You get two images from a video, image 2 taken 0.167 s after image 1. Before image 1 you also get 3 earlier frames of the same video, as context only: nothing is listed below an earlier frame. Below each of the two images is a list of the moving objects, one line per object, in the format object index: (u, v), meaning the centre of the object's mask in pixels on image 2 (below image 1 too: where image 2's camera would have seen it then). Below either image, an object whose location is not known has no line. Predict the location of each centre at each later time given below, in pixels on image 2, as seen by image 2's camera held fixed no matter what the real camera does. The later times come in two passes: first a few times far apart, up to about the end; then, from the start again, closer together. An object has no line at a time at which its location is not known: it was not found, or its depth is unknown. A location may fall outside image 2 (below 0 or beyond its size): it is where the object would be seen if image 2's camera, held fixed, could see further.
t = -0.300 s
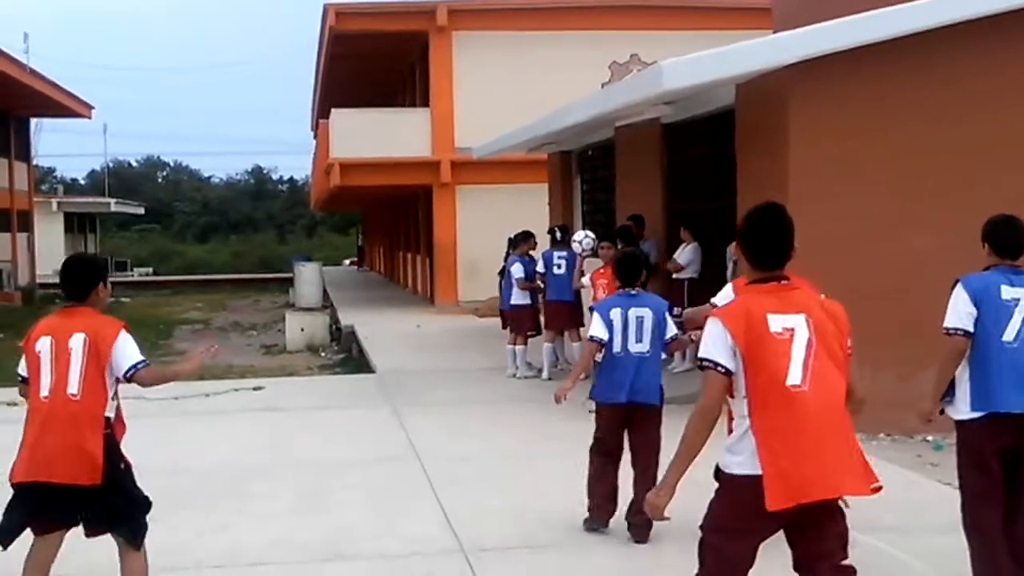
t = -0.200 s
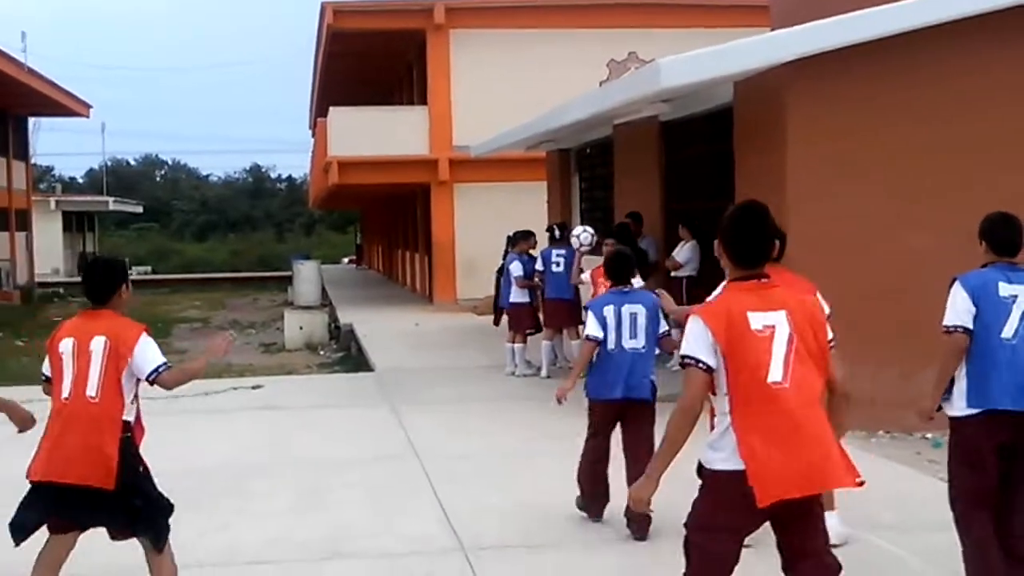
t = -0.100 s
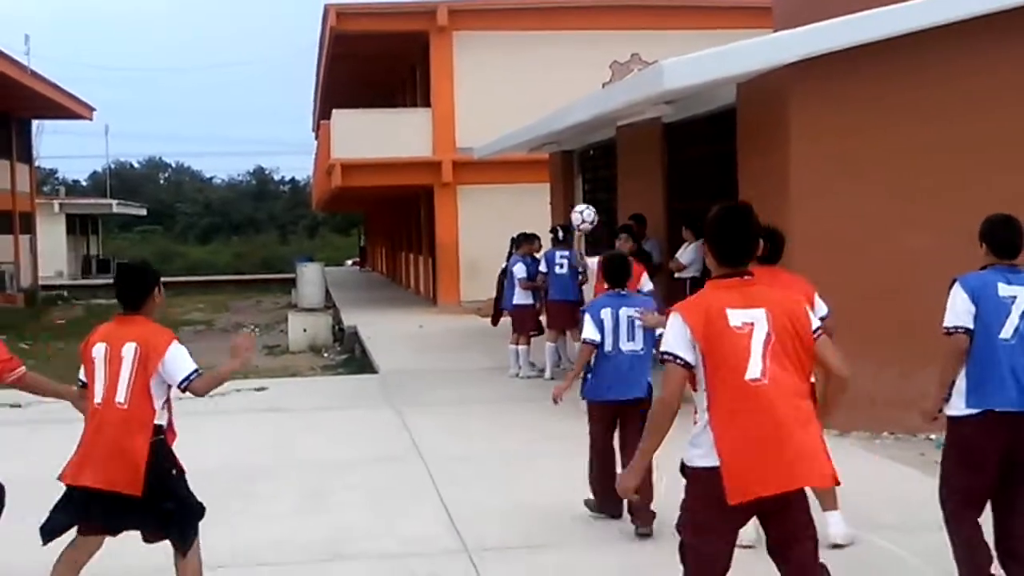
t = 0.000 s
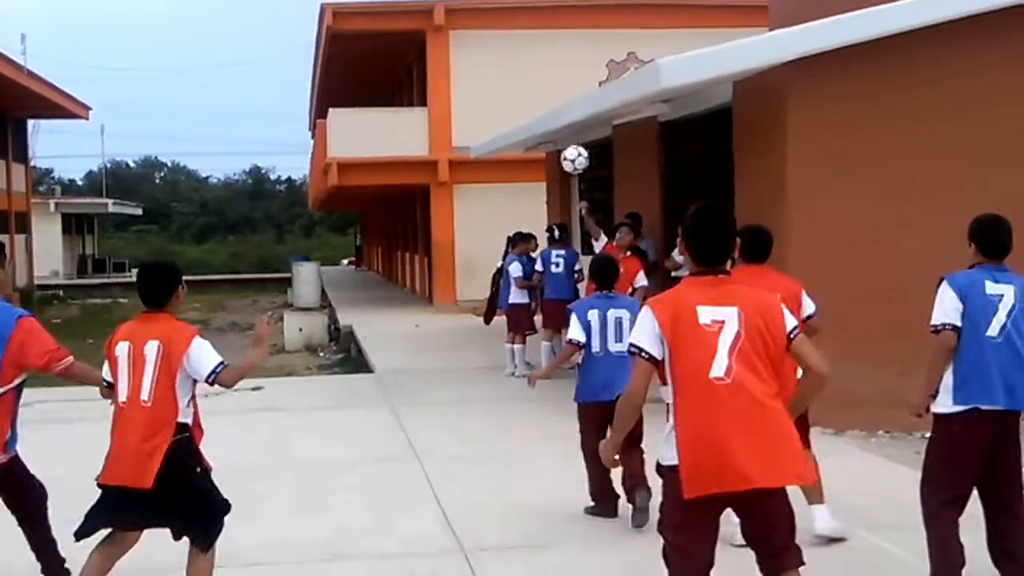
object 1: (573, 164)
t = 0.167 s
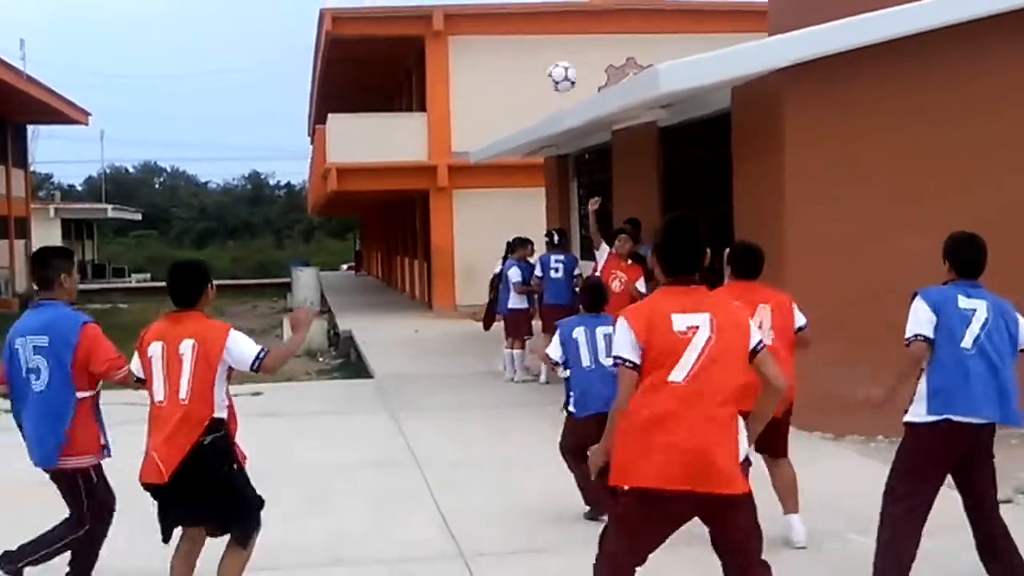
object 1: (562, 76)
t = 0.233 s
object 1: (556, 46)
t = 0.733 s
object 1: (485, 12)
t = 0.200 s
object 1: (559, 61)
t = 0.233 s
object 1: (556, 46)
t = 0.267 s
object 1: (553, 33)
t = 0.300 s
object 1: (550, 20)
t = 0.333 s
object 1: (547, 11)
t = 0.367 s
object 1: (542, 0)
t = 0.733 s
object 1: (485, 12)
